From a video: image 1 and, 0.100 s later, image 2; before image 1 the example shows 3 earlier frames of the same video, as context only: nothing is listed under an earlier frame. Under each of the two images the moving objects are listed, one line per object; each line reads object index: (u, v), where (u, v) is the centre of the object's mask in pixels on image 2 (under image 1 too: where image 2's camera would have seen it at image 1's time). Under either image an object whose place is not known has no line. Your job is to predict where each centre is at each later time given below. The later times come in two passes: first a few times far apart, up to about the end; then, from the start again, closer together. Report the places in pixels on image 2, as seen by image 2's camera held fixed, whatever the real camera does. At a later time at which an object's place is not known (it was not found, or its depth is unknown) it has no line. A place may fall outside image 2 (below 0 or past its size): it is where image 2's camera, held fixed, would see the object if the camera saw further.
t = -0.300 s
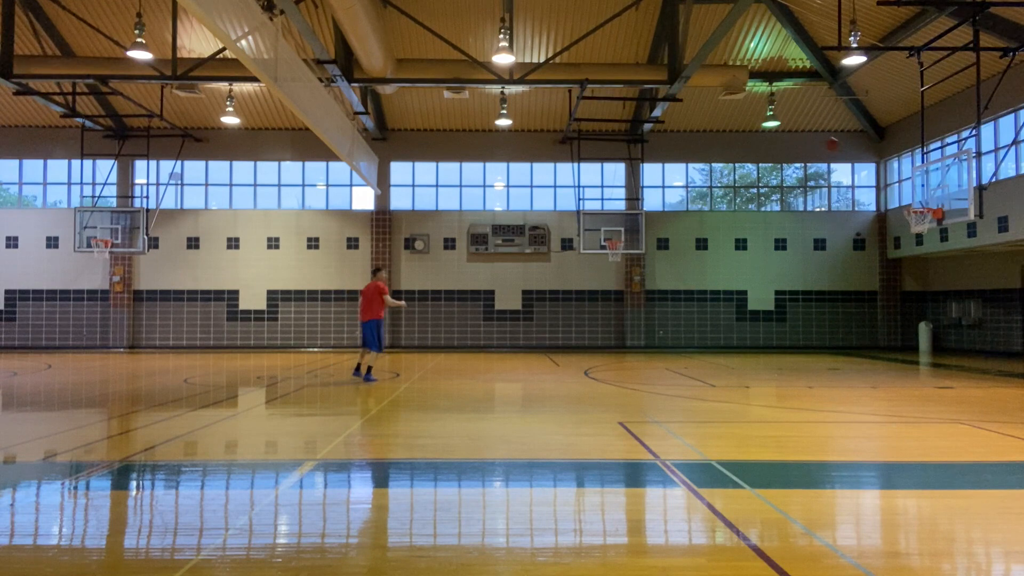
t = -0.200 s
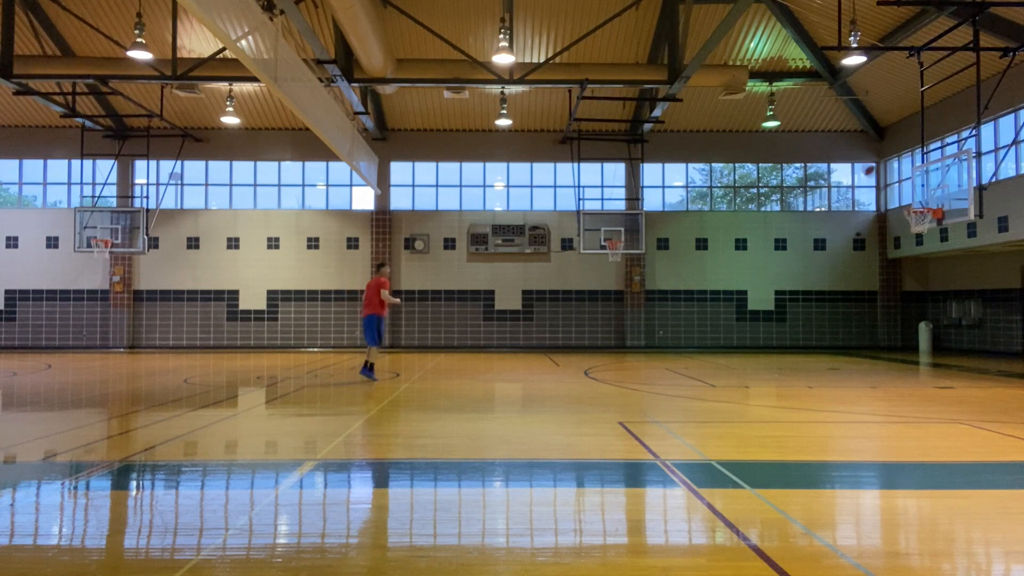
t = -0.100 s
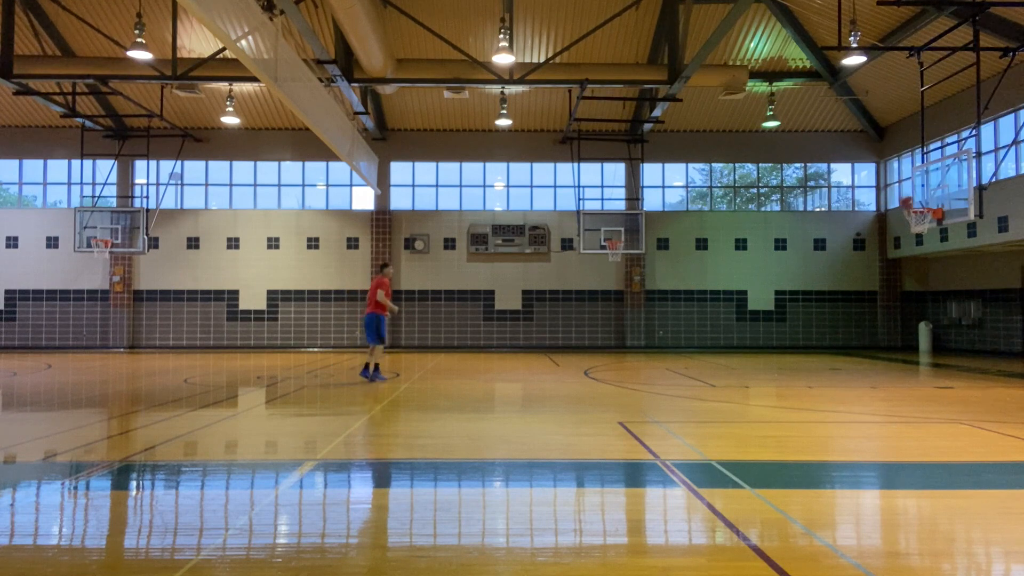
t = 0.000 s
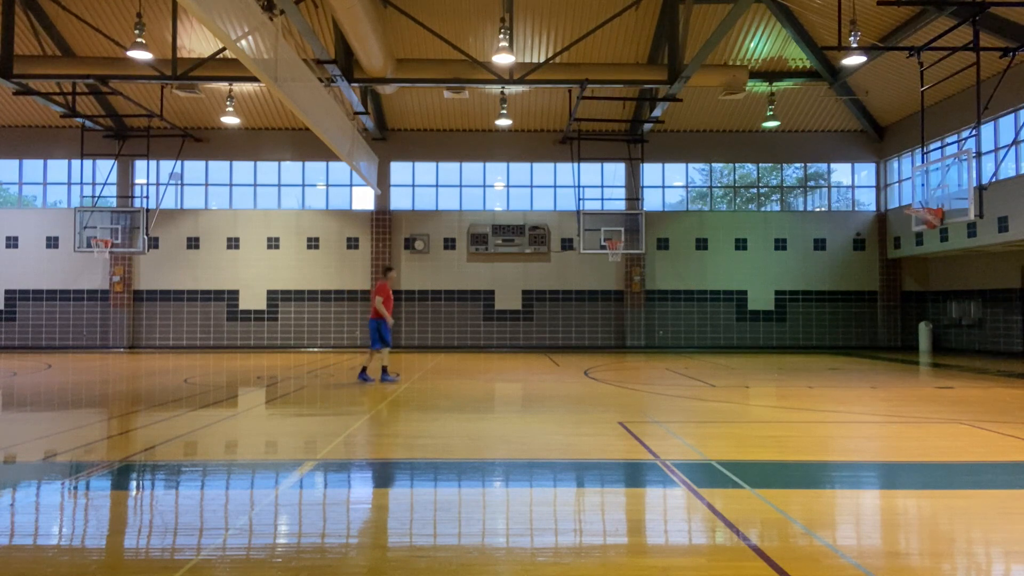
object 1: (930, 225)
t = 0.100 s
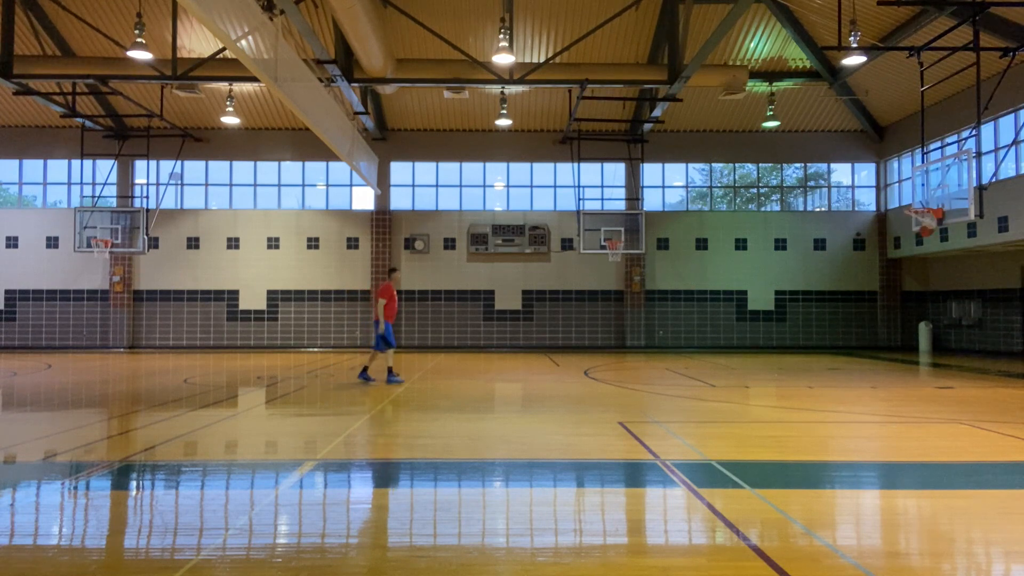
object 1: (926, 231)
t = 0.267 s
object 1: (915, 254)
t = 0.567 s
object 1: (898, 330)
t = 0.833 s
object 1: (881, 335)
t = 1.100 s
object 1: (863, 304)
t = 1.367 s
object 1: (845, 311)
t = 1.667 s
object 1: (827, 360)
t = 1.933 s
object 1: (811, 339)
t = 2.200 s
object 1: (795, 338)
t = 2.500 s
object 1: (778, 360)
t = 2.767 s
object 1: (765, 349)
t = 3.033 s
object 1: (752, 362)
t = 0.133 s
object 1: (924, 234)
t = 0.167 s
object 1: (922, 238)
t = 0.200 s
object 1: (920, 242)
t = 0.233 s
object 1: (918, 248)
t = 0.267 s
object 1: (915, 254)
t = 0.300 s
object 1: (913, 260)
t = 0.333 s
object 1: (912, 266)
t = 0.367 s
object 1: (909, 274)
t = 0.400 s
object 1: (907, 281)
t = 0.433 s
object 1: (905, 291)
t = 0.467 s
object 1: (903, 299)
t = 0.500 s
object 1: (902, 309)
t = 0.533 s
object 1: (899, 320)
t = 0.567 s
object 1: (898, 330)
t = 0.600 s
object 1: (896, 341)
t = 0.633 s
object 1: (894, 353)
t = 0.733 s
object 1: (888, 356)
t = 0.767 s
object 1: (886, 348)
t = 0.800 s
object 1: (883, 342)
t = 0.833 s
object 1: (881, 335)
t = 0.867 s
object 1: (878, 330)
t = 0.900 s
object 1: (876, 324)
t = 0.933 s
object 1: (874, 319)
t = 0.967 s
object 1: (872, 315)
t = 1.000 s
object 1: (869, 311)
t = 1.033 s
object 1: (867, 308)
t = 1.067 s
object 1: (864, 306)
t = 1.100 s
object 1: (863, 304)
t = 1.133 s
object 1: (860, 303)
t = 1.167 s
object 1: (858, 302)
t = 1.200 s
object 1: (856, 302)
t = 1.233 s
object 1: (854, 303)
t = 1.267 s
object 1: (852, 304)
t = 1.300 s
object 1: (849, 306)
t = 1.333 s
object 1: (847, 308)
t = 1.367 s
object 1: (845, 311)
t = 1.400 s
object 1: (843, 314)
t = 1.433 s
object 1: (841, 318)
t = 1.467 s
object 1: (839, 322)
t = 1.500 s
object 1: (837, 328)
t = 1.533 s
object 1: (835, 333)
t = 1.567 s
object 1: (833, 340)
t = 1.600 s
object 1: (831, 346)
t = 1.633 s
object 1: (829, 350)
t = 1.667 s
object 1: (827, 360)
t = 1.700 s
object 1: (826, 368)
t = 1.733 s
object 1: (824, 362)
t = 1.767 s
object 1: (821, 357)
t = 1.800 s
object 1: (820, 352)
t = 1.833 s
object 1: (817, 348)
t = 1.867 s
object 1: (815, 344)
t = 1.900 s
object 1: (813, 341)
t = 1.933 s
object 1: (811, 339)
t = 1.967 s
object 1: (809, 337)
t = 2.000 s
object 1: (807, 336)
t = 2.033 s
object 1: (805, 335)
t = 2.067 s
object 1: (803, 334)
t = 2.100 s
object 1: (801, 334)
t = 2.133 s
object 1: (799, 335)
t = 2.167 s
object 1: (797, 337)
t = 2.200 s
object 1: (795, 338)
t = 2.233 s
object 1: (793, 341)
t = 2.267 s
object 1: (791, 344)
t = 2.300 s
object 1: (789, 347)
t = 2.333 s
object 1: (787, 351)
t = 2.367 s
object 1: (786, 356)
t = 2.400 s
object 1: (784, 362)
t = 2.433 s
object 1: (782, 368)
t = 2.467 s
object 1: (780, 365)
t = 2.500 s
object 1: (778, 360)
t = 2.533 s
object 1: (776, 356)
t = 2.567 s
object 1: (775, 354)
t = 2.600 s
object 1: (773, 352)
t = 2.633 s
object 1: (772, 350)
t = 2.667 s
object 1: (770, 349)
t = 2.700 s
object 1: (768, 348)
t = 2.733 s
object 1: (767, 349)
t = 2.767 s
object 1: (765, 349)
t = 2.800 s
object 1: (764, 351)
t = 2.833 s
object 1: (762, 352)
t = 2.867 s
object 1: (760, 355)
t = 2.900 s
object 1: (759, 358)
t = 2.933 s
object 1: (757, 361)
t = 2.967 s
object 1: (755, 366)
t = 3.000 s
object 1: (754, 366)
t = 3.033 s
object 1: (752, 362)
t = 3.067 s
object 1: (751, 360)
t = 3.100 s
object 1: (749, 358)
